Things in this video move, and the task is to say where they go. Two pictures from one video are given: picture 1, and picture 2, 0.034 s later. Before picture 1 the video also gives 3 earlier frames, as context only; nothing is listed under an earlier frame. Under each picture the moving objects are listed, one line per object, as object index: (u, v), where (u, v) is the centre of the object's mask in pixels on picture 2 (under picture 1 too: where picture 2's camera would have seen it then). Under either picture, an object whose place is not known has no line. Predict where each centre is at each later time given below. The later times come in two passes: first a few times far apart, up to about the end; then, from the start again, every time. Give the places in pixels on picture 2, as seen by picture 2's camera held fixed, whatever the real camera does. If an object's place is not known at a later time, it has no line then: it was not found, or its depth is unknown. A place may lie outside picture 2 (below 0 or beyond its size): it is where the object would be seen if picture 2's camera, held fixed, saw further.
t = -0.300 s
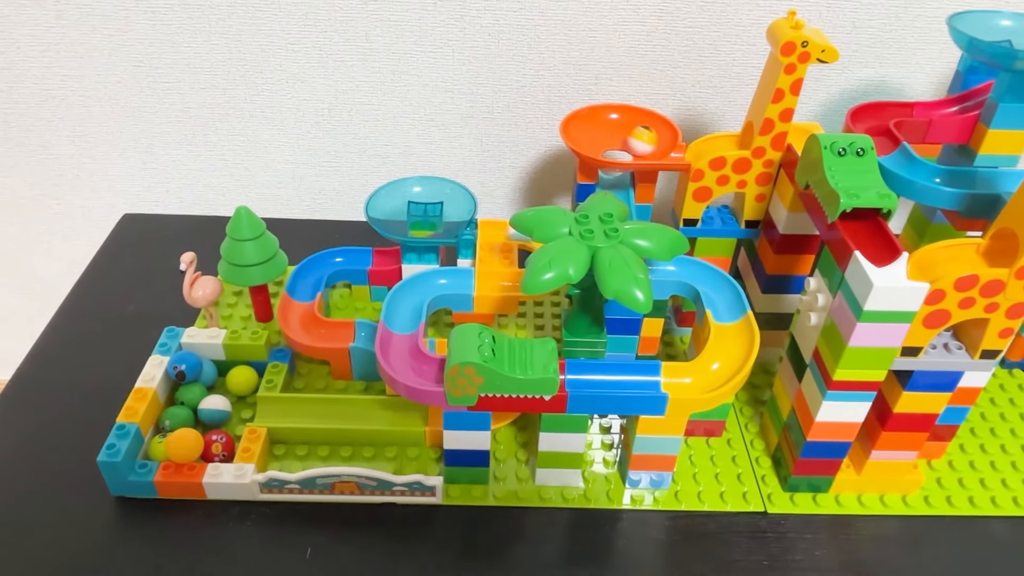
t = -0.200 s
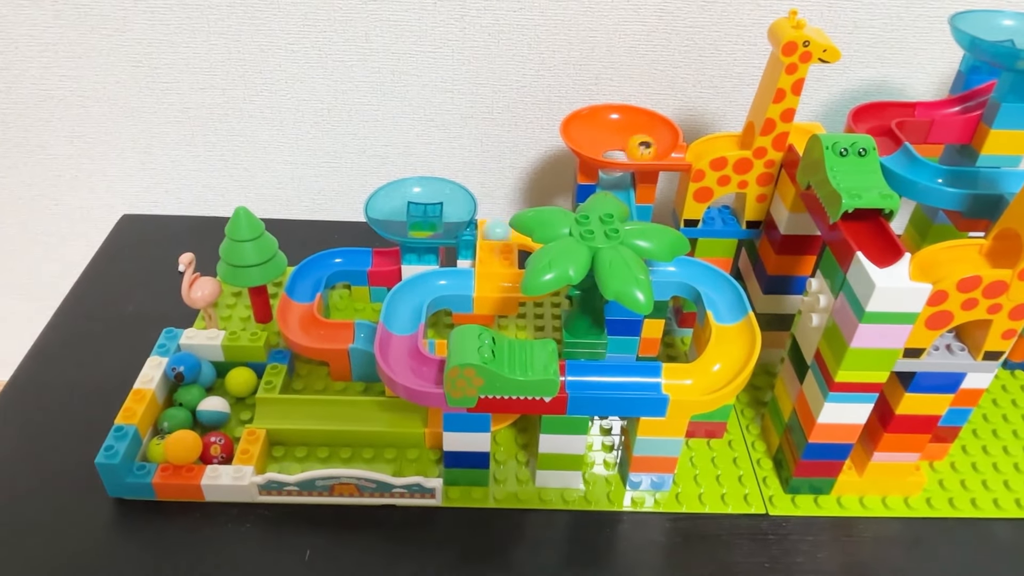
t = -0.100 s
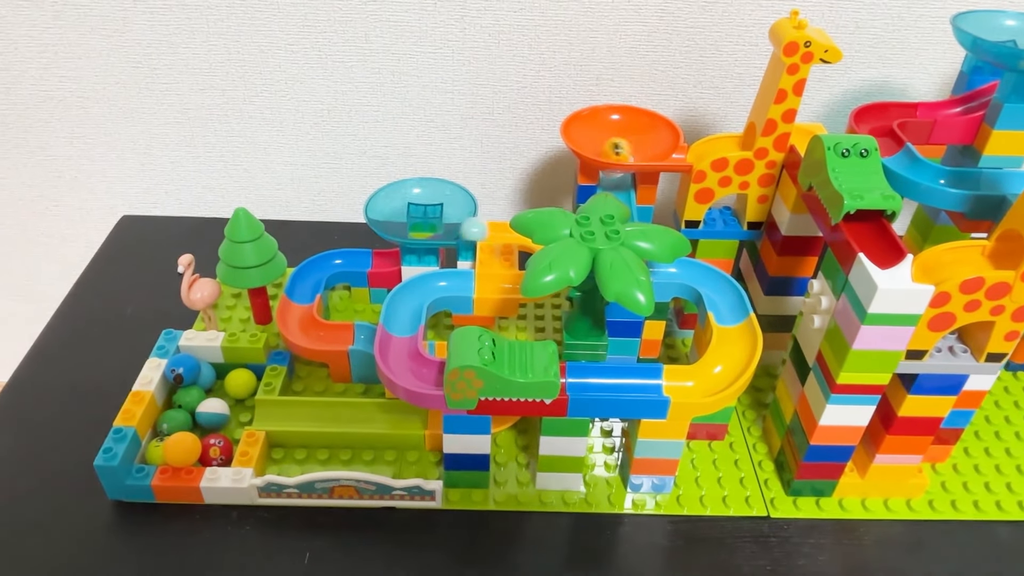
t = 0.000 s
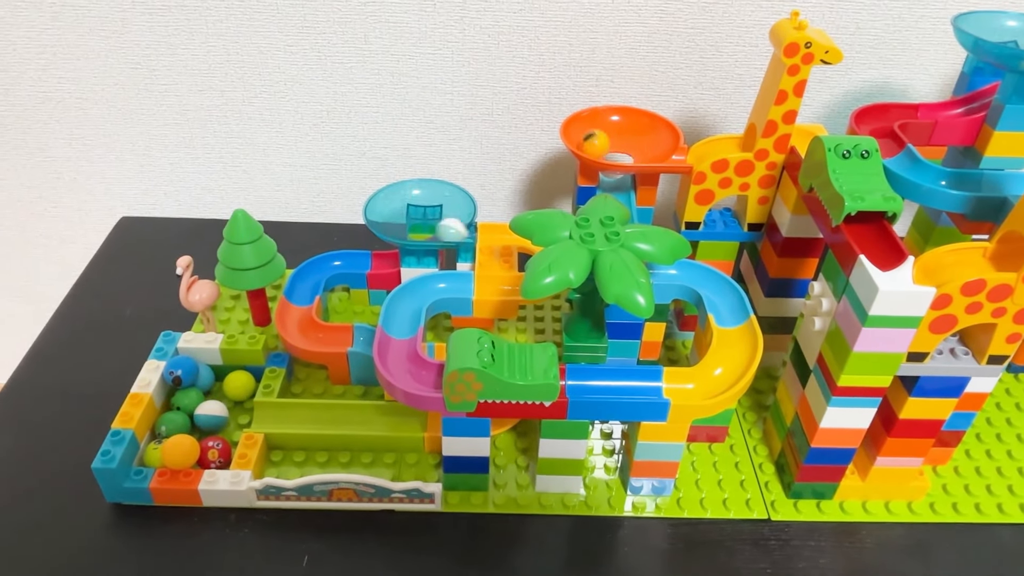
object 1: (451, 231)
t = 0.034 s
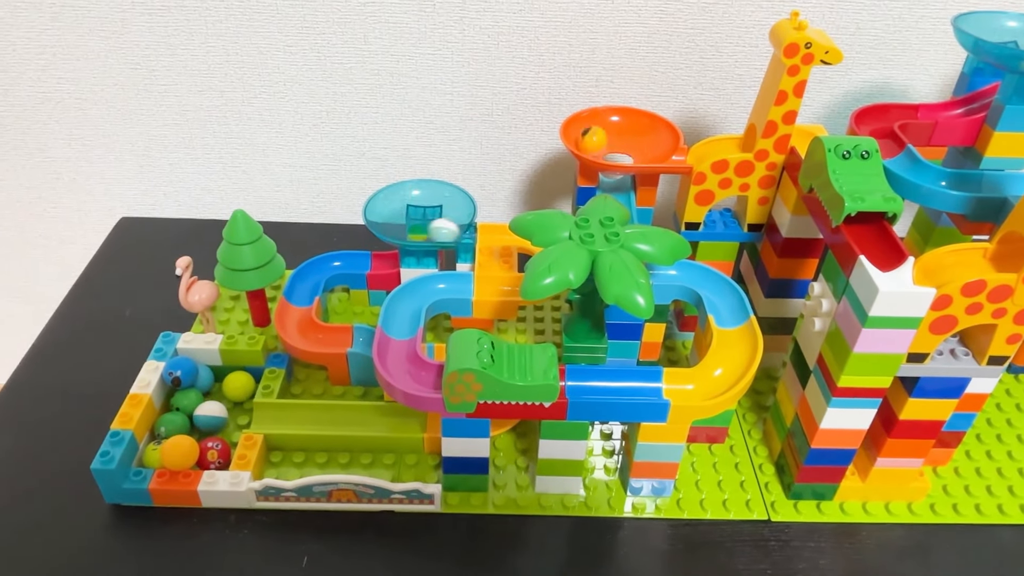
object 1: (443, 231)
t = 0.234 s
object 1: (400, 213)
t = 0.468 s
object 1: (433, 216)
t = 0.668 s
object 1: (431, 229)
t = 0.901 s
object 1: (398, 204)
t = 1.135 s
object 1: (424, 229)
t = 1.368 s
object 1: (412, 221)
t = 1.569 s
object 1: (439, 208)
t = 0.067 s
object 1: (436, 231)
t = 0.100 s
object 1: (428, 230)
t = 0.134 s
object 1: (421, 230)
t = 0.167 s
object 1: (413, 228)
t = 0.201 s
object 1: (407, 224)
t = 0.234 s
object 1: (400, 213)
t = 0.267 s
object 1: (397, 202)
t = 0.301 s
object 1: (397, 194)
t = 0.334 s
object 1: (401, 193)
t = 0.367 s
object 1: (409, 198)
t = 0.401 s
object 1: (418, 204)
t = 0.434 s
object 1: (426, 211)
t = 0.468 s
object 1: (433, 216)
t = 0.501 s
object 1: (440, 221)
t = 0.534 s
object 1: (444, 224)
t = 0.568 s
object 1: (446, 225)
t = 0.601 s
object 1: (444, 227)
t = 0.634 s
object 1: (438, 228)
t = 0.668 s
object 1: (431, 229)
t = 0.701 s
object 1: (423, 228)
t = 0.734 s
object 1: (414, 225)
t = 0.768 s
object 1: (407, 222)
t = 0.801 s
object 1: (400, 216)
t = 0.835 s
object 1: (397, 210)
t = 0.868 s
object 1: (396, 205)
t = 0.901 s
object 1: (398, 204)
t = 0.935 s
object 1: (403, 205)
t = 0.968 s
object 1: (410, 209)
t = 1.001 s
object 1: (418, 213)
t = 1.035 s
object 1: (426, 218)
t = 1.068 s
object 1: (429, 223)
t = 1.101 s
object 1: (427, 226)
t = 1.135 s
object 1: (424, 229)
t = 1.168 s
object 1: (422, 230)
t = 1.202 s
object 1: (419, 230)
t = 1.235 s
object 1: (416, 230)
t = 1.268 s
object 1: (414, 230)
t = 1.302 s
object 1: (412, 228)
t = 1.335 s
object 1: (412, 226)
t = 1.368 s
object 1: (412, 221)
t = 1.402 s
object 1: (416, 217)
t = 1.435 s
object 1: (423, 213)
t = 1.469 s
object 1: (430, 211)
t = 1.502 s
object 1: (435, 209)
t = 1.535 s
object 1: (438, 208)
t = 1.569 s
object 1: (439, 208)
